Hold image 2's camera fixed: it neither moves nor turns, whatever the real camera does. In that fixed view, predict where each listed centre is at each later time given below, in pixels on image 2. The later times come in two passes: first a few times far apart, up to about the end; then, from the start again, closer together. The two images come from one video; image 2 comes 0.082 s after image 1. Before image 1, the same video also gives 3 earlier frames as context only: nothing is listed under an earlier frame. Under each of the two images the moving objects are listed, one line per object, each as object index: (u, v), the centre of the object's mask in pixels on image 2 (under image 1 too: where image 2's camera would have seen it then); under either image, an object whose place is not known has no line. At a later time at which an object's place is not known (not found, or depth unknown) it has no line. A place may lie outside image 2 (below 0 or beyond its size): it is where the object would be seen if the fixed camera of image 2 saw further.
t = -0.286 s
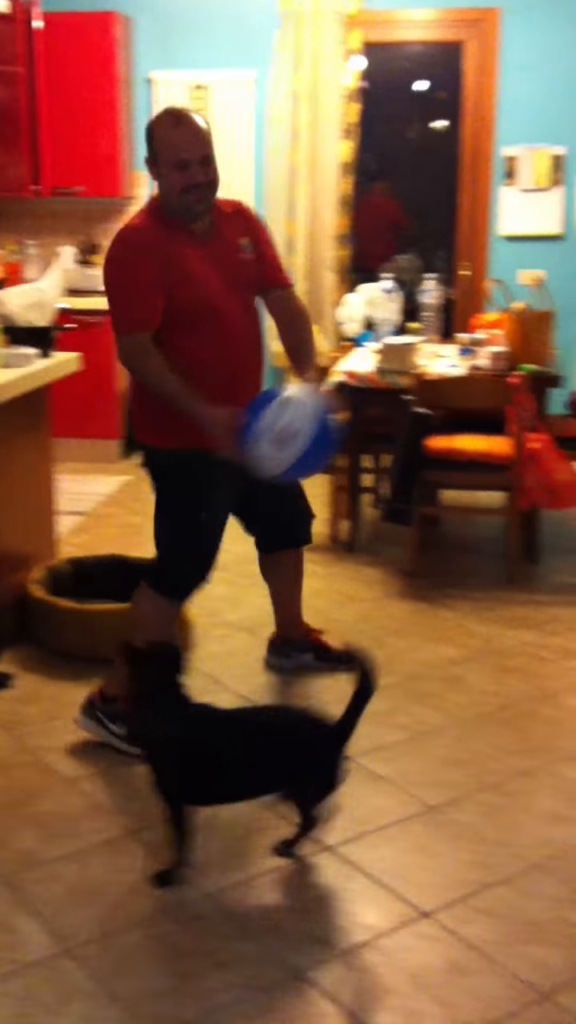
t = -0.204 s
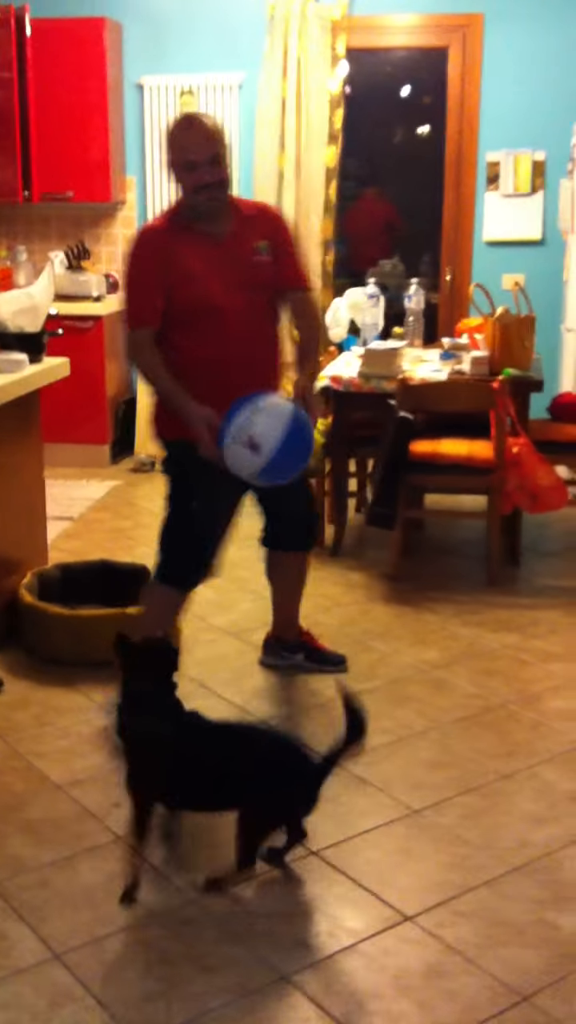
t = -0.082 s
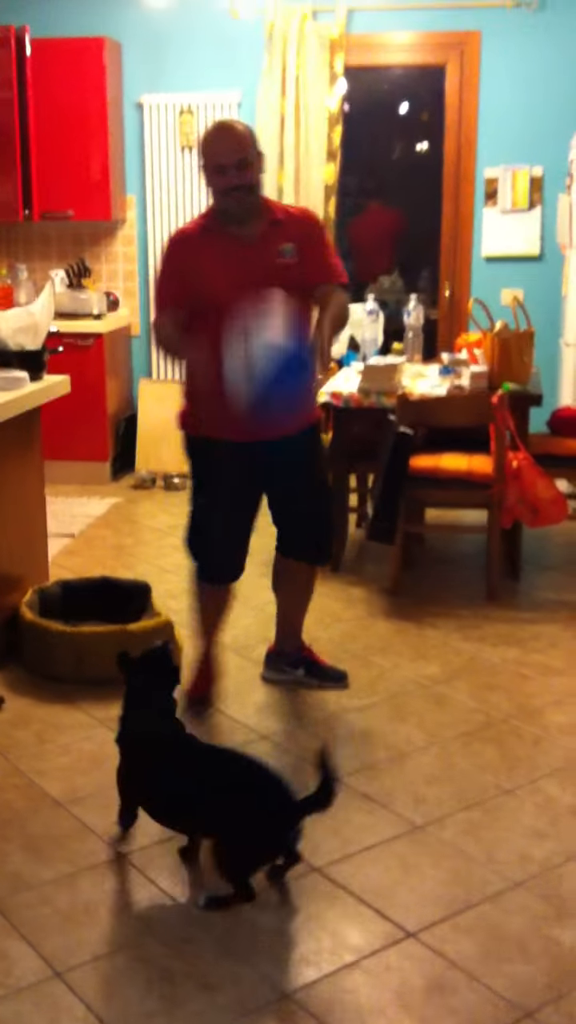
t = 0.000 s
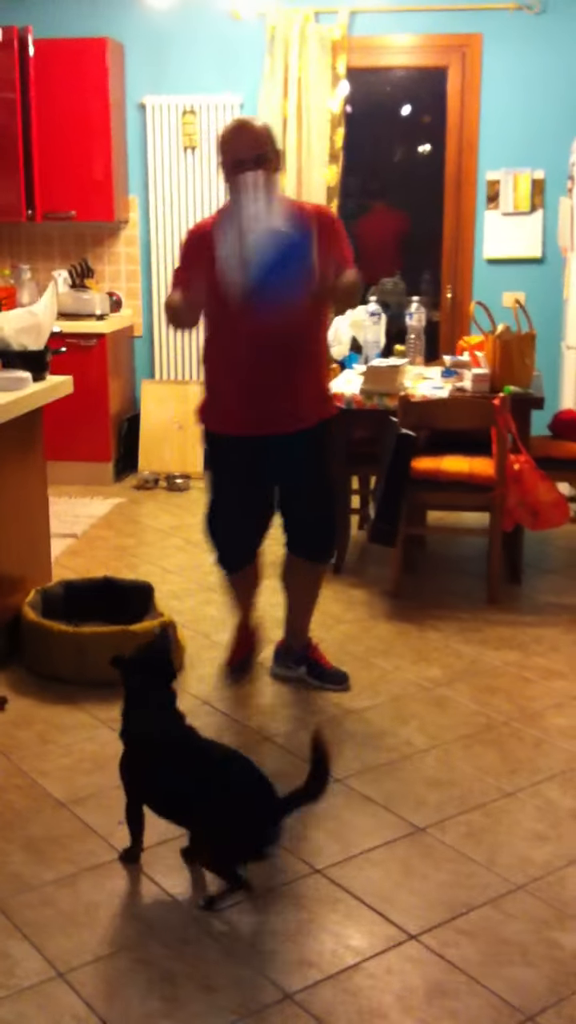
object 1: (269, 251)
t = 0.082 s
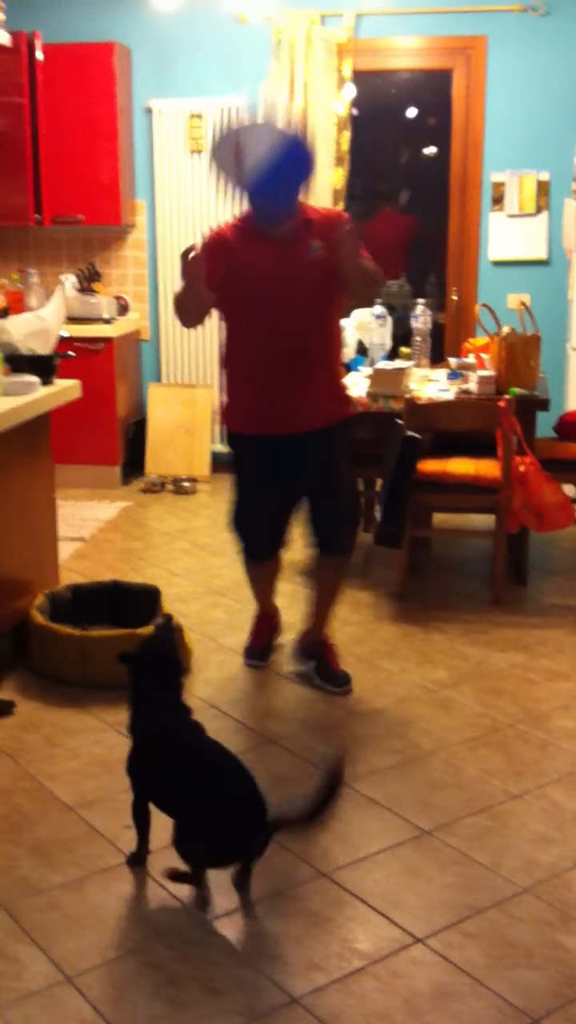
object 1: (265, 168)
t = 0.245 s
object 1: (246, 41)
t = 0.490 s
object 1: (219, 46)
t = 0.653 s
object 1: (205, 165)
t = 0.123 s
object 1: (260, 119)
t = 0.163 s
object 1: (253, 79)
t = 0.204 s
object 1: (248, 60)
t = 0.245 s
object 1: (246, 41)
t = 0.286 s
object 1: (240, 29)
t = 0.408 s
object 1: (227, 31)
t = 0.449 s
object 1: (223, 36)
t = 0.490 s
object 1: (219, 46)
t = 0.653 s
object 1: (205, 165)
